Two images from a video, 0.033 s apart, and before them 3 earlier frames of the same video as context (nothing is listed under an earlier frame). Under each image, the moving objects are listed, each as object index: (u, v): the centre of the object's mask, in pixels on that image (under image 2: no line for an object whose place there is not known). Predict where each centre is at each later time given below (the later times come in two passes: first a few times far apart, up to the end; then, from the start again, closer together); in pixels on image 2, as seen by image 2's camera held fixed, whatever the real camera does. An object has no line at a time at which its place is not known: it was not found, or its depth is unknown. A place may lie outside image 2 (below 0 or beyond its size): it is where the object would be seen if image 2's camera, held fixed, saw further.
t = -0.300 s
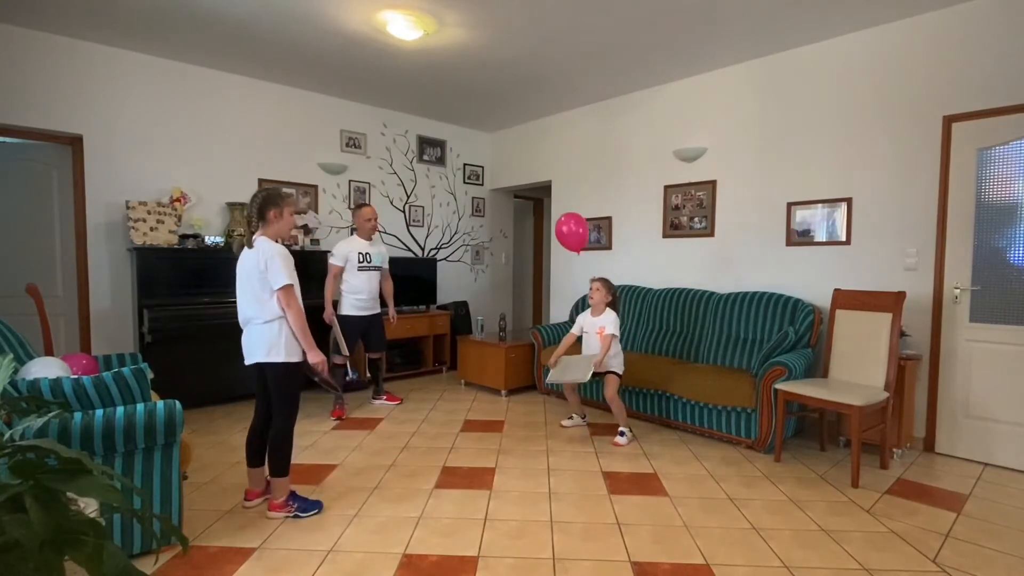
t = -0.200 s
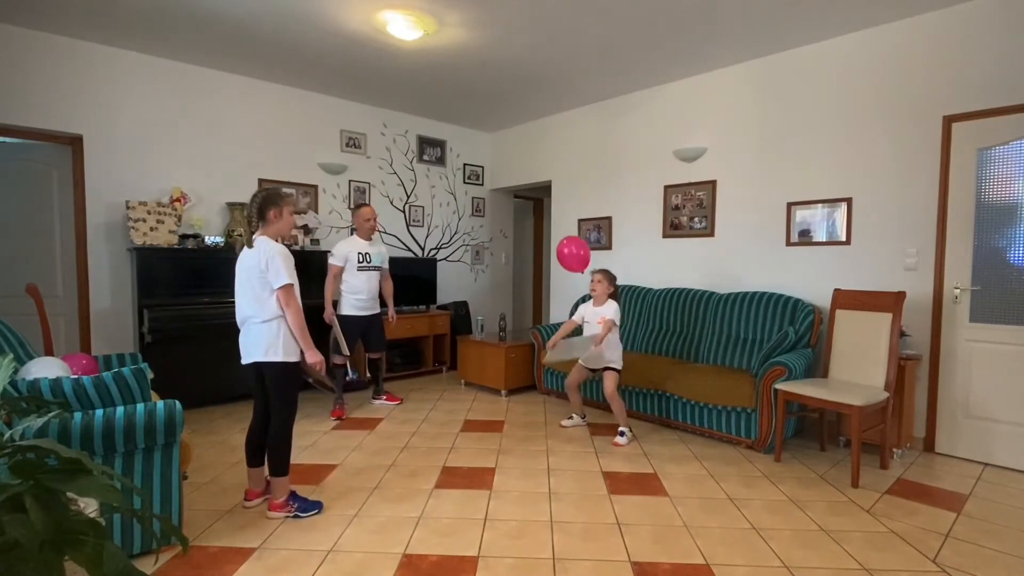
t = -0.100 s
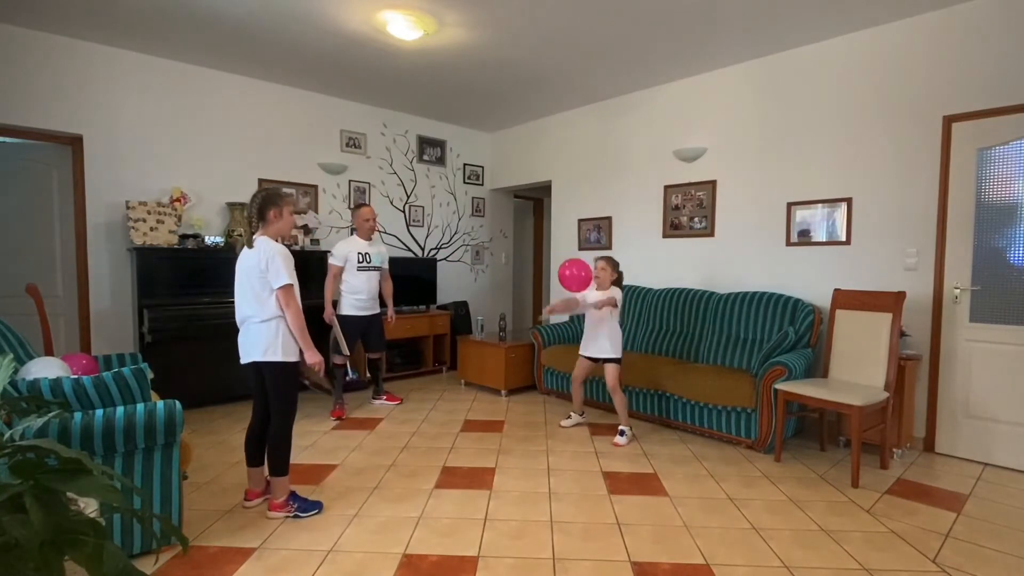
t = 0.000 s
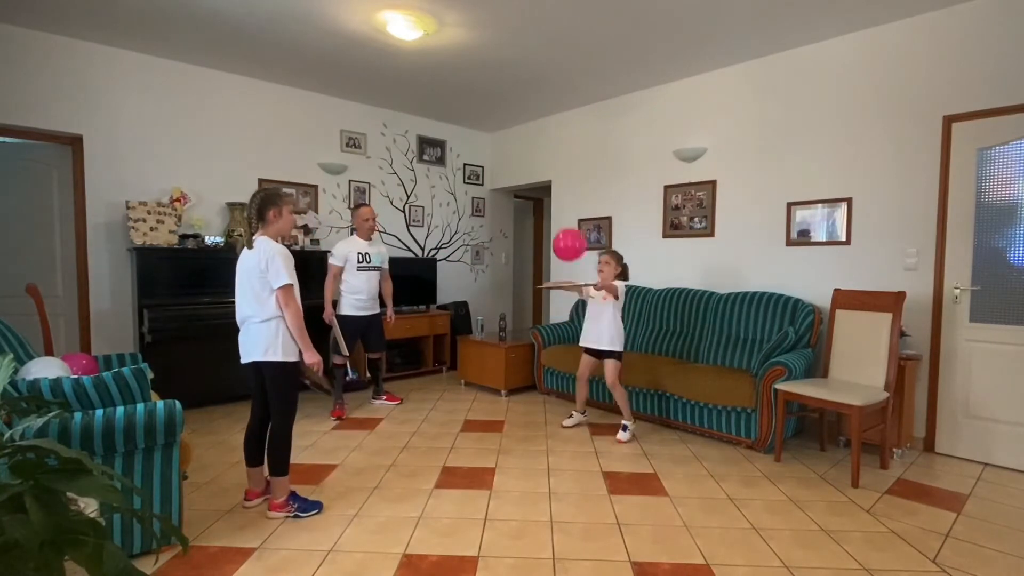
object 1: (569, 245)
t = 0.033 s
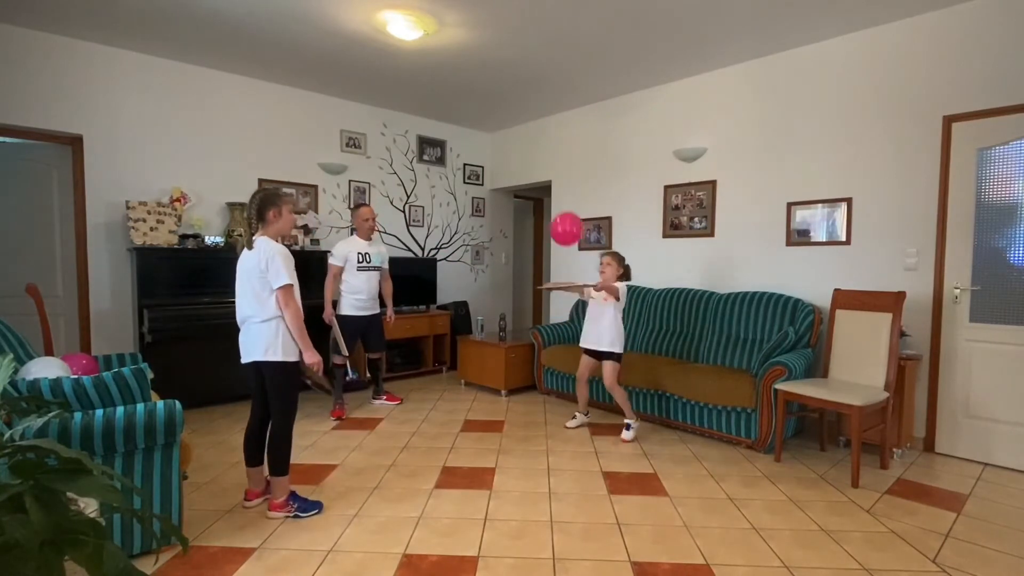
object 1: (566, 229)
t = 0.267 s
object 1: (553, 143)
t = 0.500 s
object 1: (542, 107)
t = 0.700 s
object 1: (537, 101)
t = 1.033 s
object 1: (533, 113)
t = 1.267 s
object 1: (532, 143)
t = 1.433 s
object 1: (532, 177)
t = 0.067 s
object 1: (564, 214)
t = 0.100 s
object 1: (562, 199)
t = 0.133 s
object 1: (560, 186)
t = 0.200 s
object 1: (556, 162)
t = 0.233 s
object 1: (554, 152)
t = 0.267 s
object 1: (553, 143)
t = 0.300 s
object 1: (551, 135)
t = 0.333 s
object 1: (549, 128)
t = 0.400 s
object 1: (546, 117)
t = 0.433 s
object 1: (545, 113)
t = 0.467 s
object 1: (544, 110)
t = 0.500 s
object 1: (542, 107)
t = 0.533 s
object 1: (541, 105)
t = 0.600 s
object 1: (539, 103)
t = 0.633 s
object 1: (538, 102)
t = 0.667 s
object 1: (538, 101)
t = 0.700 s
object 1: (537, 101)
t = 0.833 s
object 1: (534, 103)
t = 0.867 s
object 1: (534, 104)
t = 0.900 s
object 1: (534, 105)
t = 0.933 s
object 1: (533, 107)
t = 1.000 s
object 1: (533, 111)
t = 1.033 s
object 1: (533, 113)
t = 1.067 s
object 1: (533, 116)
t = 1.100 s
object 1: (532, 119)
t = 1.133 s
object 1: (532, 123)
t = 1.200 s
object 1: (532, 132)
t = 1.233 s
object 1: (532, 137)
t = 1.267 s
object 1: (532, 143)
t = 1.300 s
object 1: (532, 149)
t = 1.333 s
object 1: (532, 155)
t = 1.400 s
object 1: (532, 169)
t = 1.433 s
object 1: (532, 177)
